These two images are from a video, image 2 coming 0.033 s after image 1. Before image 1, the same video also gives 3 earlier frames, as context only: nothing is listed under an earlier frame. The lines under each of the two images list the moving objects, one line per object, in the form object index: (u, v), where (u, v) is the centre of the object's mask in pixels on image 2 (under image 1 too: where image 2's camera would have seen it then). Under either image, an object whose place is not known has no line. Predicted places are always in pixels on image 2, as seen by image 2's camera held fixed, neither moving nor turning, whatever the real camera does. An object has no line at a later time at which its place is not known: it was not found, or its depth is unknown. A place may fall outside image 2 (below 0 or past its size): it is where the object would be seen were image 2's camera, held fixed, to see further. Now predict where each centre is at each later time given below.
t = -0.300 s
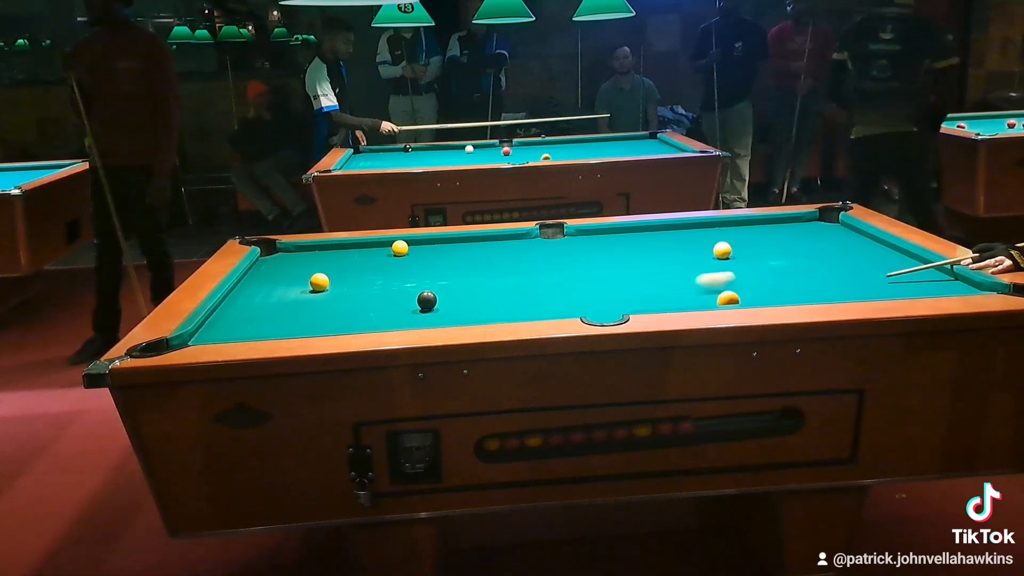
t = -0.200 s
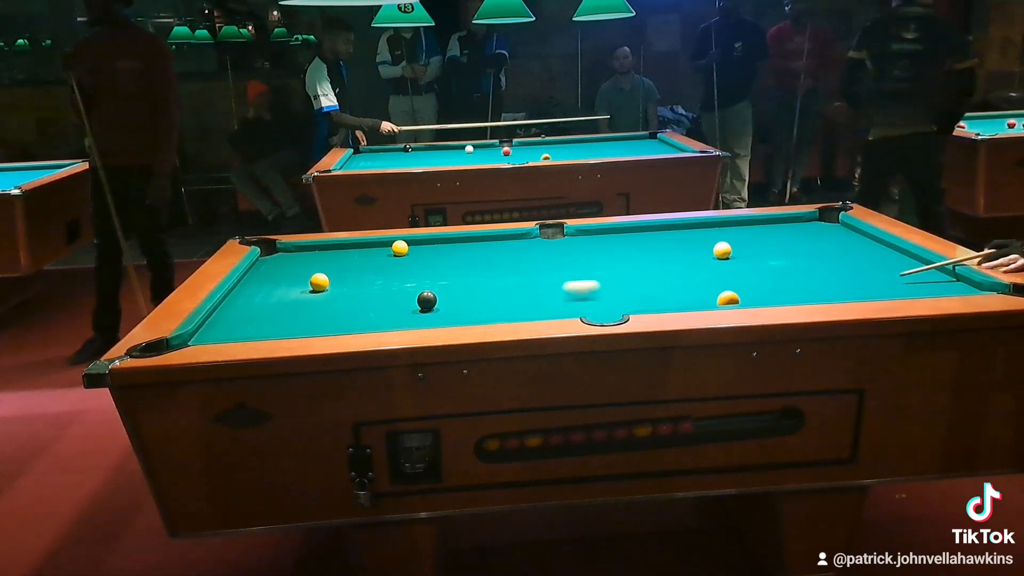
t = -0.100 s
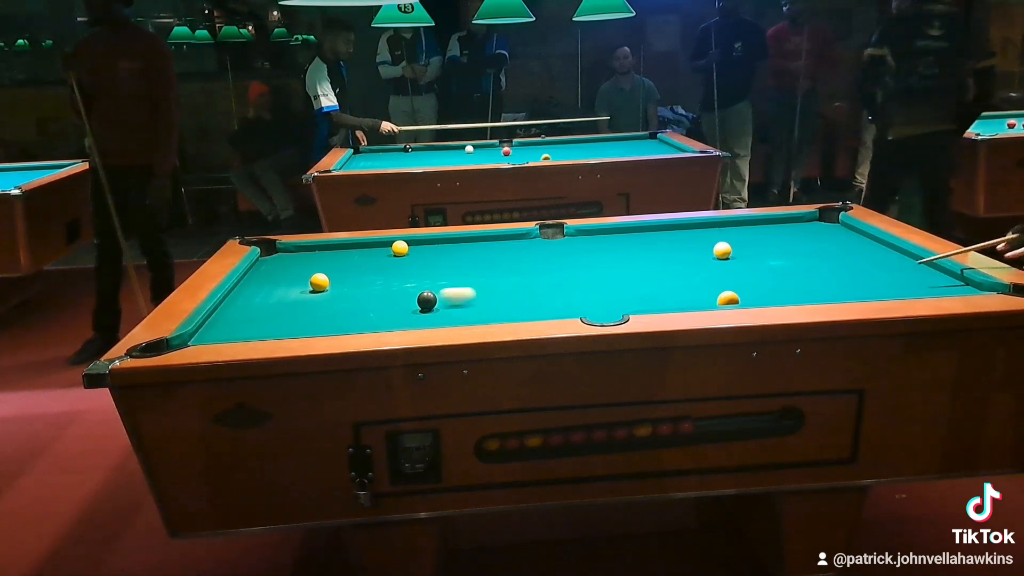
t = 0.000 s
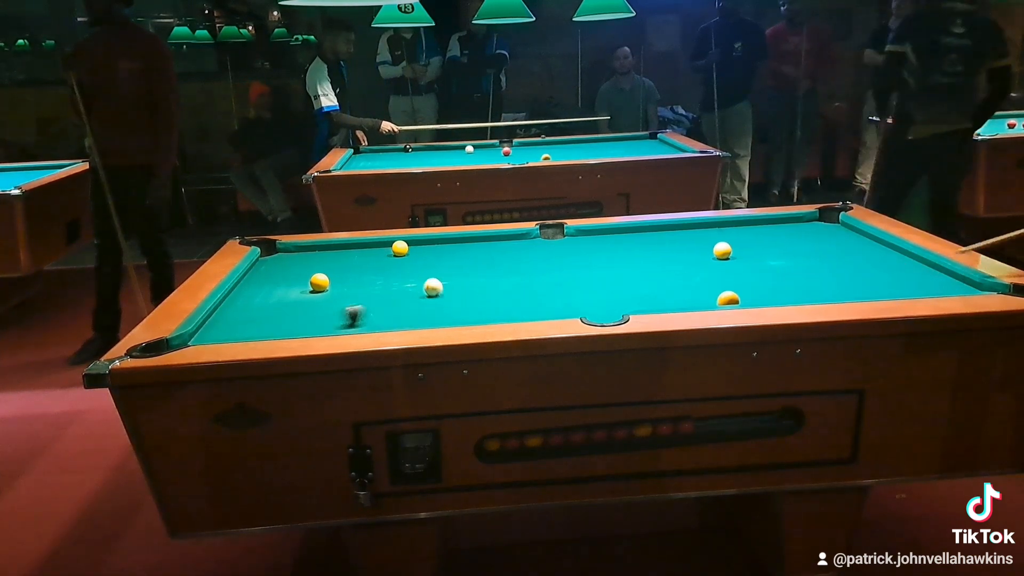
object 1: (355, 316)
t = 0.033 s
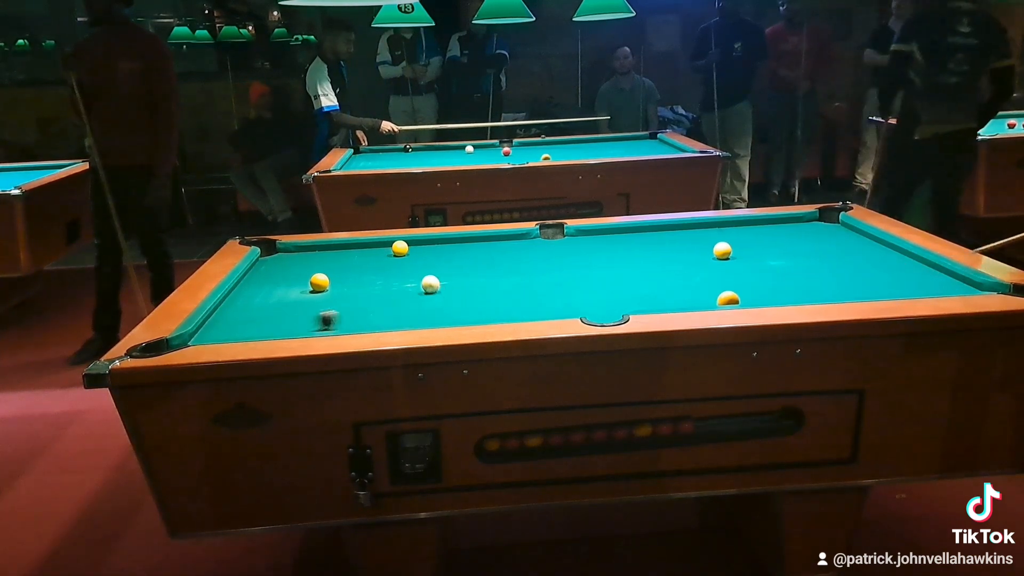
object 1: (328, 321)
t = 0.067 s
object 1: (303, 324)
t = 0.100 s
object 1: (278, 327)
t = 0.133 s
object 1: (254, 330)
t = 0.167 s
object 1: (229, 334)
